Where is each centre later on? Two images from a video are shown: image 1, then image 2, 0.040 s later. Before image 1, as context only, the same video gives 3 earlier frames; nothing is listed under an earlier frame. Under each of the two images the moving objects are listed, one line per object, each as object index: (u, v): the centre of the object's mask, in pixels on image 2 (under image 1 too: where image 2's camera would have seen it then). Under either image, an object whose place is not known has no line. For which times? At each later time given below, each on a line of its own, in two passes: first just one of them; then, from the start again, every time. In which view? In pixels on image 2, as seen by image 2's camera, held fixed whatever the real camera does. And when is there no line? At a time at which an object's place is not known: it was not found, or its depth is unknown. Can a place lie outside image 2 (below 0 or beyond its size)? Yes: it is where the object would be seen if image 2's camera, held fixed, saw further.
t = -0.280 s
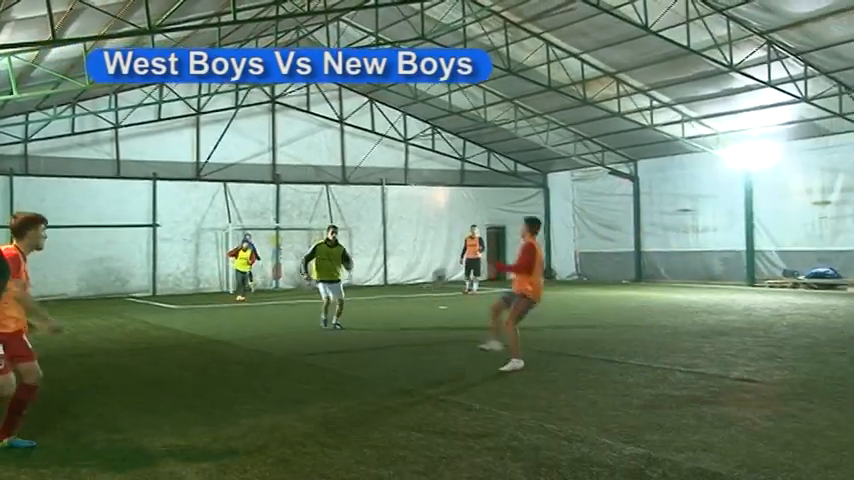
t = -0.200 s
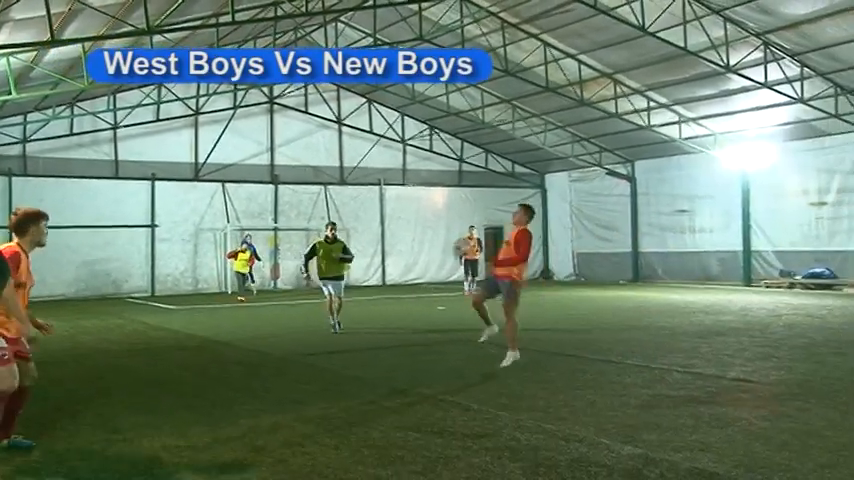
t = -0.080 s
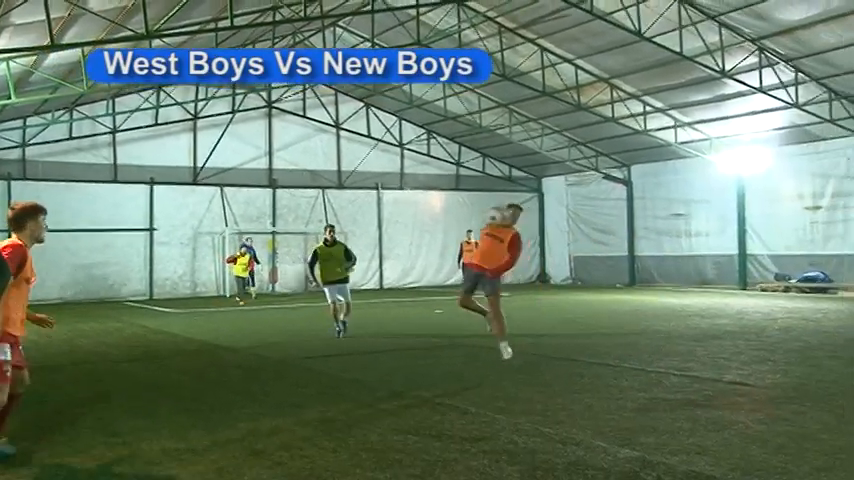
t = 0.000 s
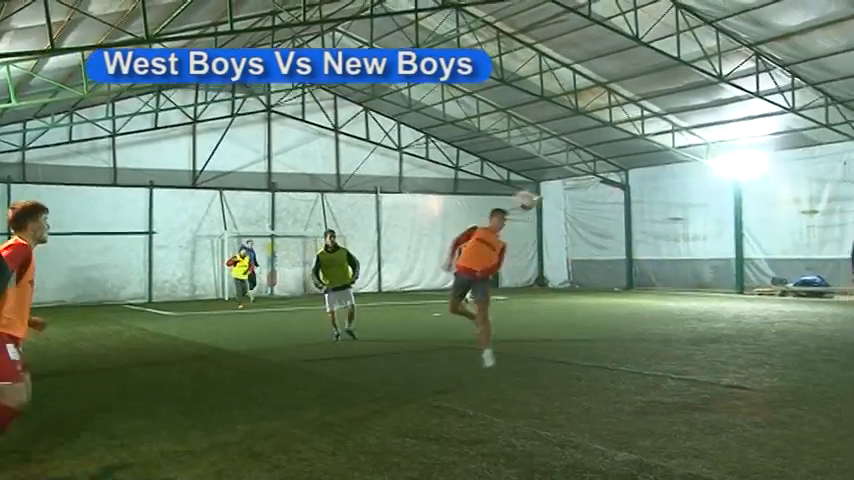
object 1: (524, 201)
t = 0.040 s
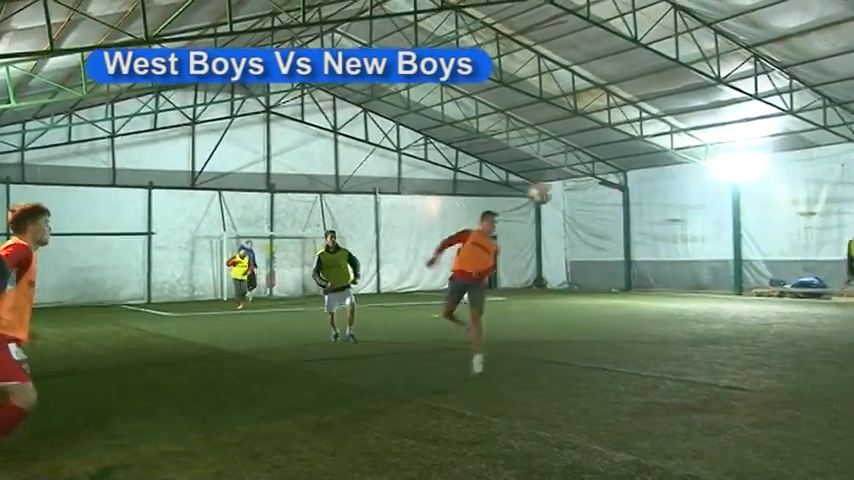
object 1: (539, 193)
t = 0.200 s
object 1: (608, 180)
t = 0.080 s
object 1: (555, 187)
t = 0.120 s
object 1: (571, 183)
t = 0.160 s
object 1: (590, 180)
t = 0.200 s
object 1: (608, 180)
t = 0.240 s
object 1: (626, 181)
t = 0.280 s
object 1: (648, 184)
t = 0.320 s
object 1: (667, 190)
